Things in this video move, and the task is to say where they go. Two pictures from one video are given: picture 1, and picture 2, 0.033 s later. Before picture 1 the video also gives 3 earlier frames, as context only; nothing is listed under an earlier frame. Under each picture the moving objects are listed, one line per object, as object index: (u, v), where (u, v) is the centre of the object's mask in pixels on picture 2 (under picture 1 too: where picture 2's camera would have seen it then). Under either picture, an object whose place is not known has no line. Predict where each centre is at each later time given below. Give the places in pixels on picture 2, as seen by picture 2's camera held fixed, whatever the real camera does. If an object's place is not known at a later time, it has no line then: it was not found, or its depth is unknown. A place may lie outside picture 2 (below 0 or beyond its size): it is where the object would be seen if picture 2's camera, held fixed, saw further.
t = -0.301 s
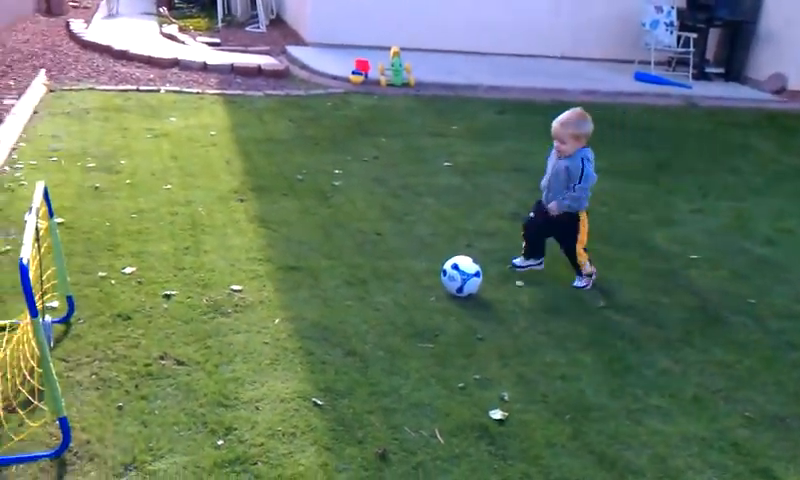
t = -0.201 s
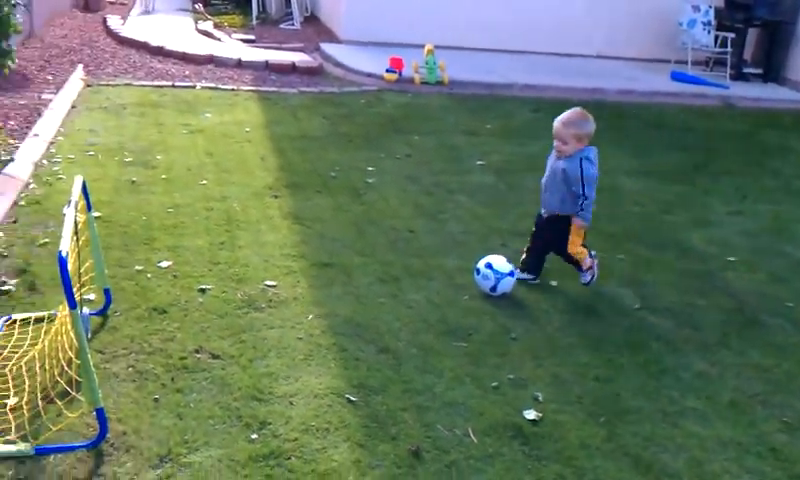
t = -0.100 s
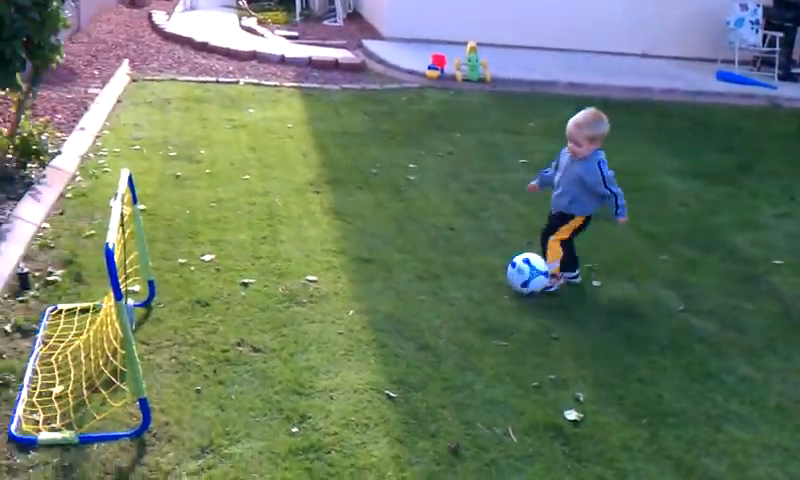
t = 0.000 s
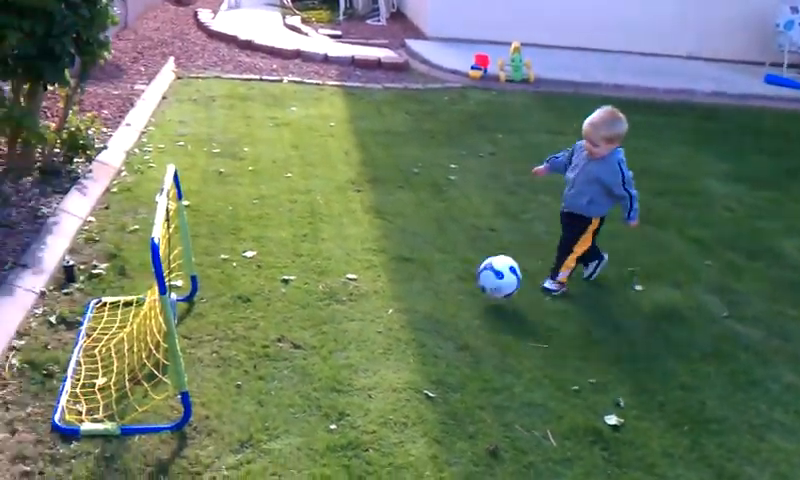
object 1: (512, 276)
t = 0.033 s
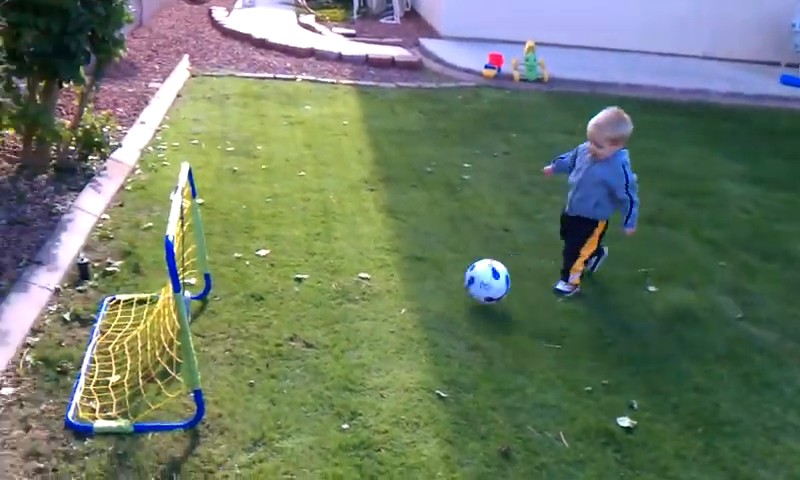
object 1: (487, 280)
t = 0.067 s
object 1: (461, 288)
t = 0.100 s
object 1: (441, 290)
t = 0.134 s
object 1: (426, 288)
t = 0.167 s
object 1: (411, 290)
